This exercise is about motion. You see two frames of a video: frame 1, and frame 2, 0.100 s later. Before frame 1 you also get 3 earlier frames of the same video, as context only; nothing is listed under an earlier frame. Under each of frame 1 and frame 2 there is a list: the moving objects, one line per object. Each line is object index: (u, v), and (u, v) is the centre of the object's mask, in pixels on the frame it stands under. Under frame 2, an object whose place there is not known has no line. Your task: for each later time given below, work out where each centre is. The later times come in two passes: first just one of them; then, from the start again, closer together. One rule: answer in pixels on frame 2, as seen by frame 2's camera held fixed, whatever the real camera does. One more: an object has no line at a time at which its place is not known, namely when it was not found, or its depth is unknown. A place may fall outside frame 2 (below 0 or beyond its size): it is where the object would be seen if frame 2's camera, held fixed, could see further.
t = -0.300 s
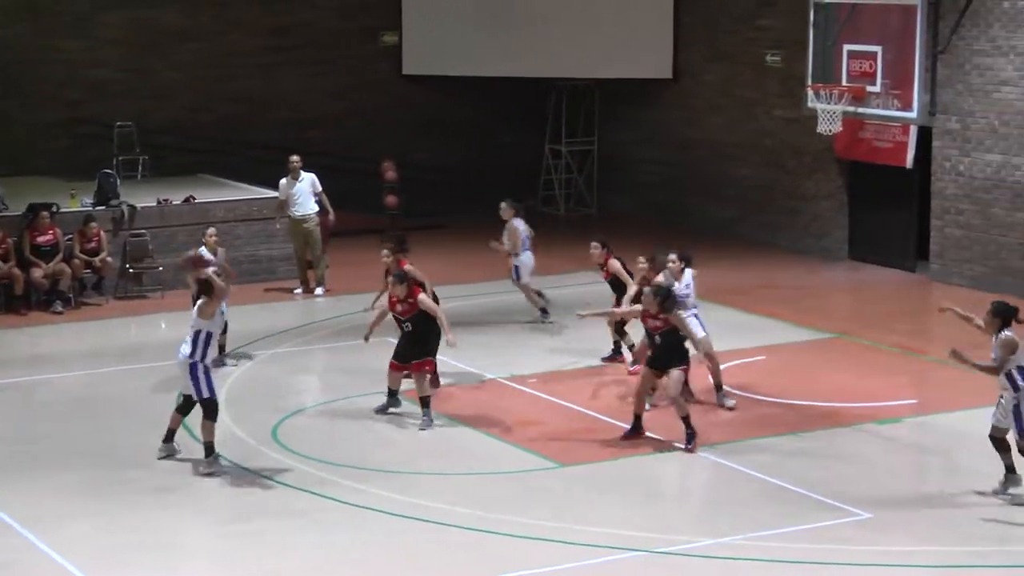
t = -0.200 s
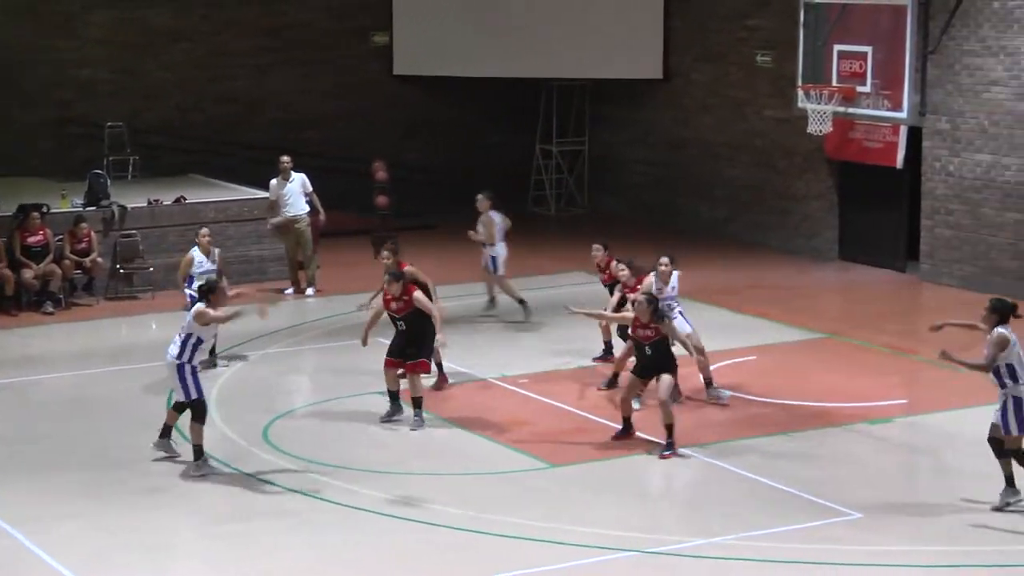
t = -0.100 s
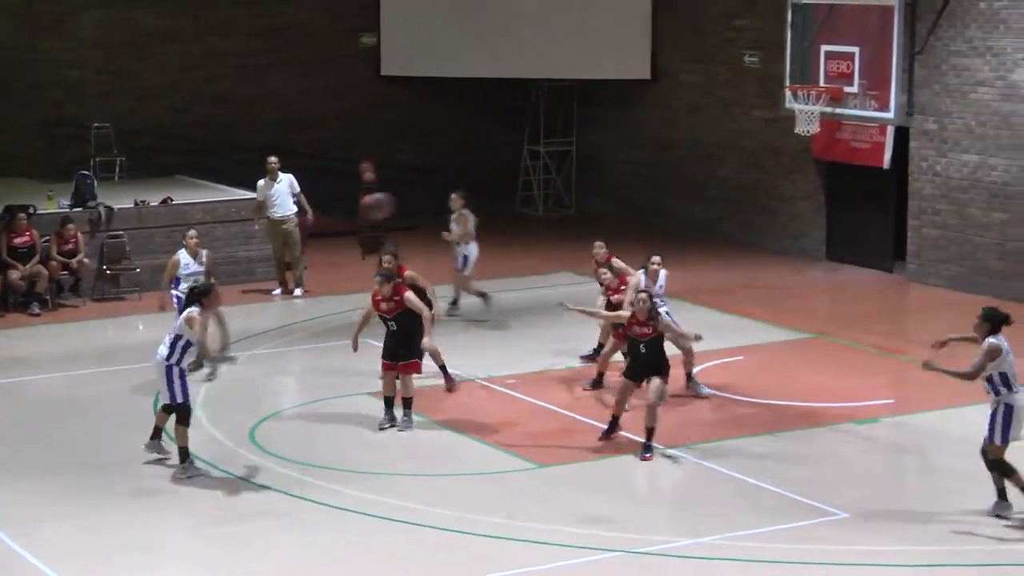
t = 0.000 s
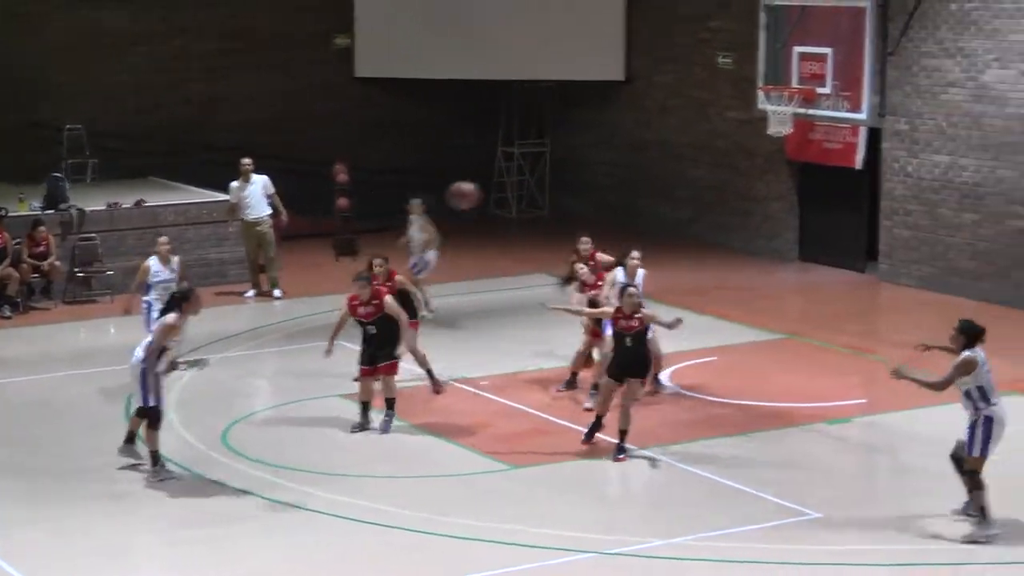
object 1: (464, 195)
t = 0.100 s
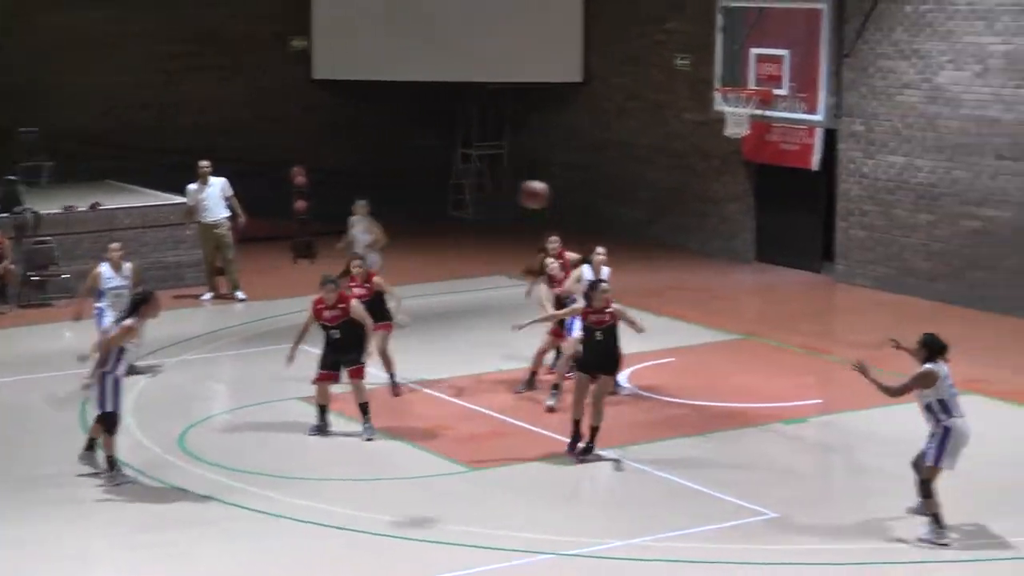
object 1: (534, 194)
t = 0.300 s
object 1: (766, 221)
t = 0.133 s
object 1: (571, 195)
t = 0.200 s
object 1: (647, 201)
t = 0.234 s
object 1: (686, 207)
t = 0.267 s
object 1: (725, 213)
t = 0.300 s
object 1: (766, 221)
